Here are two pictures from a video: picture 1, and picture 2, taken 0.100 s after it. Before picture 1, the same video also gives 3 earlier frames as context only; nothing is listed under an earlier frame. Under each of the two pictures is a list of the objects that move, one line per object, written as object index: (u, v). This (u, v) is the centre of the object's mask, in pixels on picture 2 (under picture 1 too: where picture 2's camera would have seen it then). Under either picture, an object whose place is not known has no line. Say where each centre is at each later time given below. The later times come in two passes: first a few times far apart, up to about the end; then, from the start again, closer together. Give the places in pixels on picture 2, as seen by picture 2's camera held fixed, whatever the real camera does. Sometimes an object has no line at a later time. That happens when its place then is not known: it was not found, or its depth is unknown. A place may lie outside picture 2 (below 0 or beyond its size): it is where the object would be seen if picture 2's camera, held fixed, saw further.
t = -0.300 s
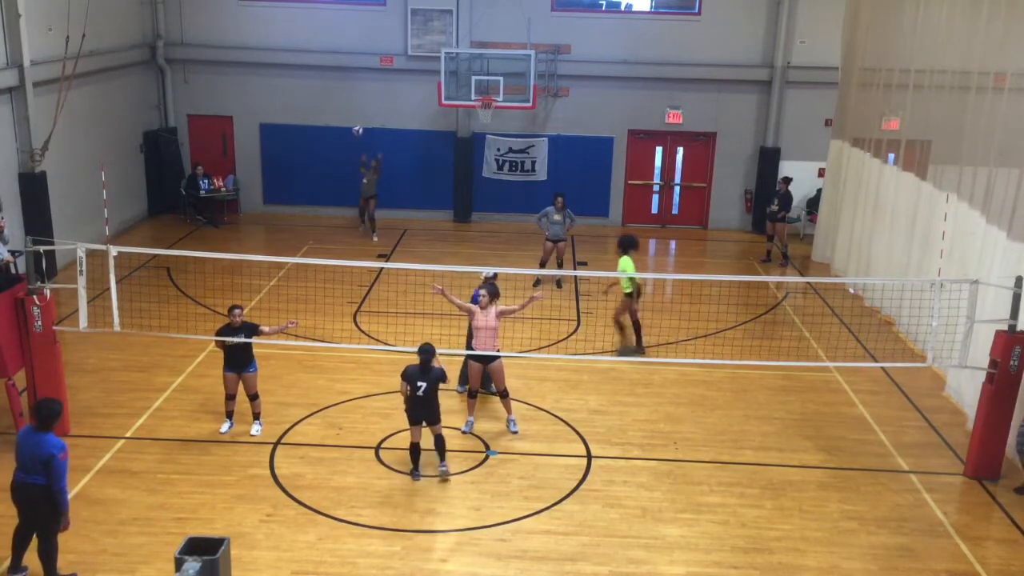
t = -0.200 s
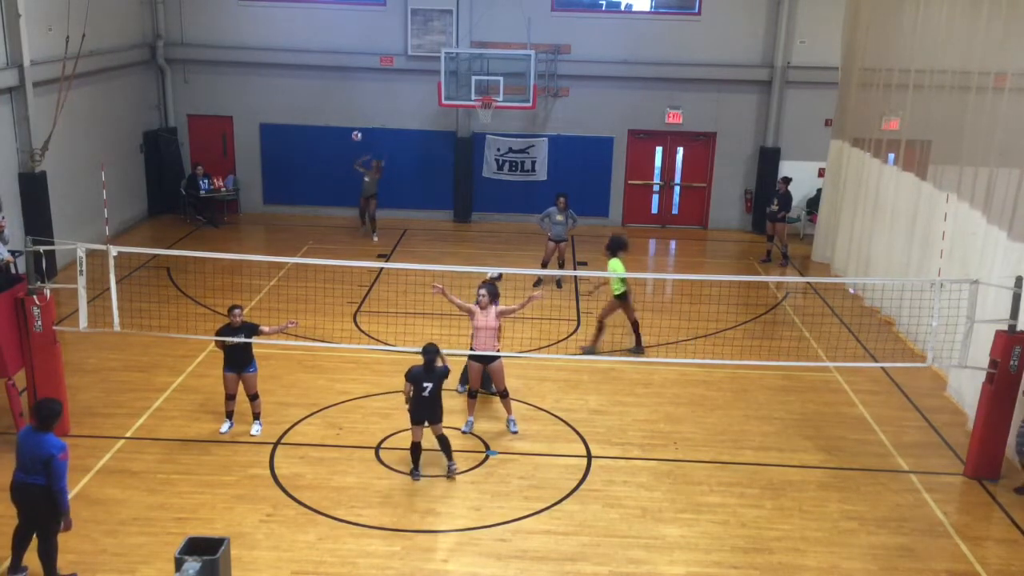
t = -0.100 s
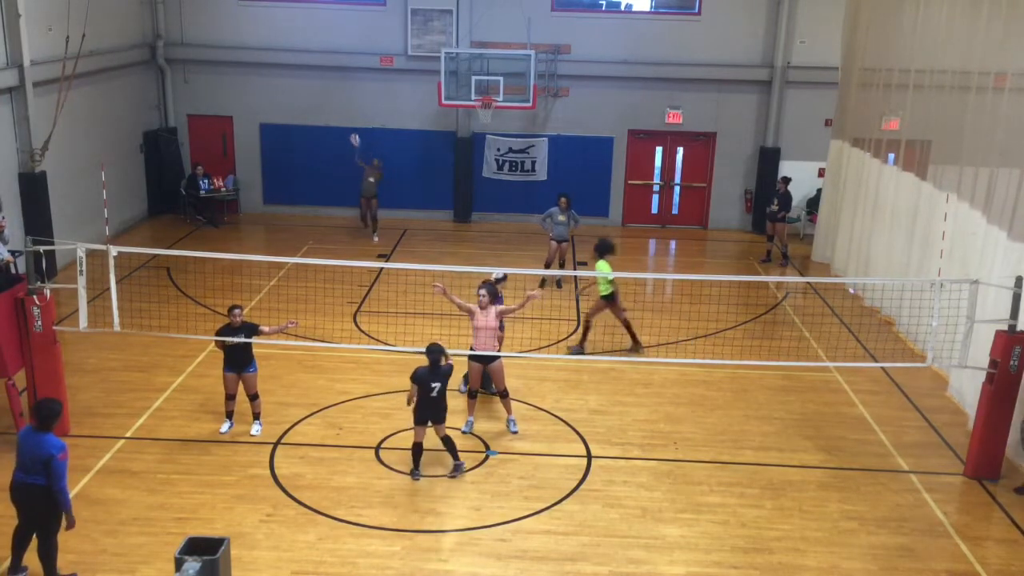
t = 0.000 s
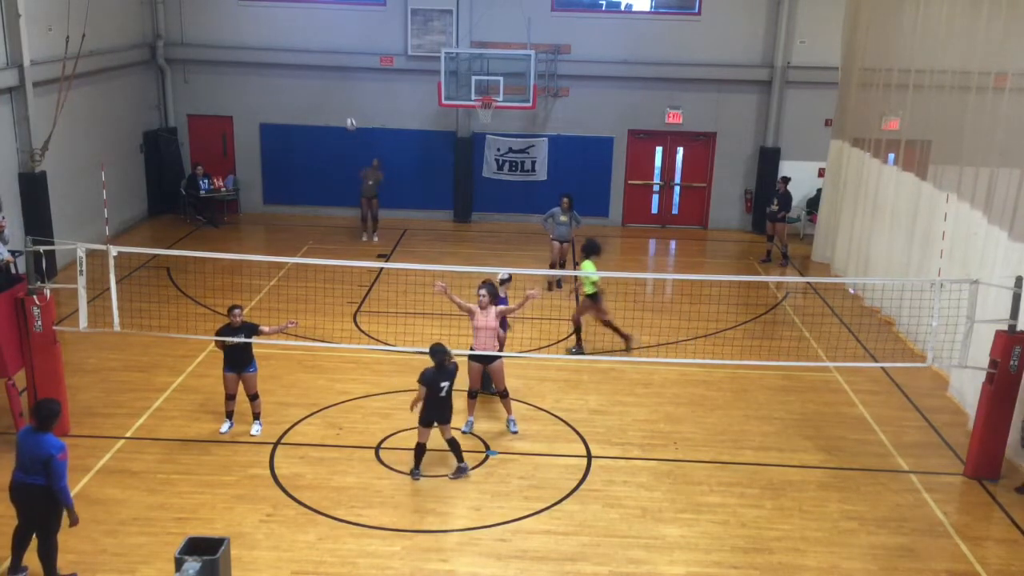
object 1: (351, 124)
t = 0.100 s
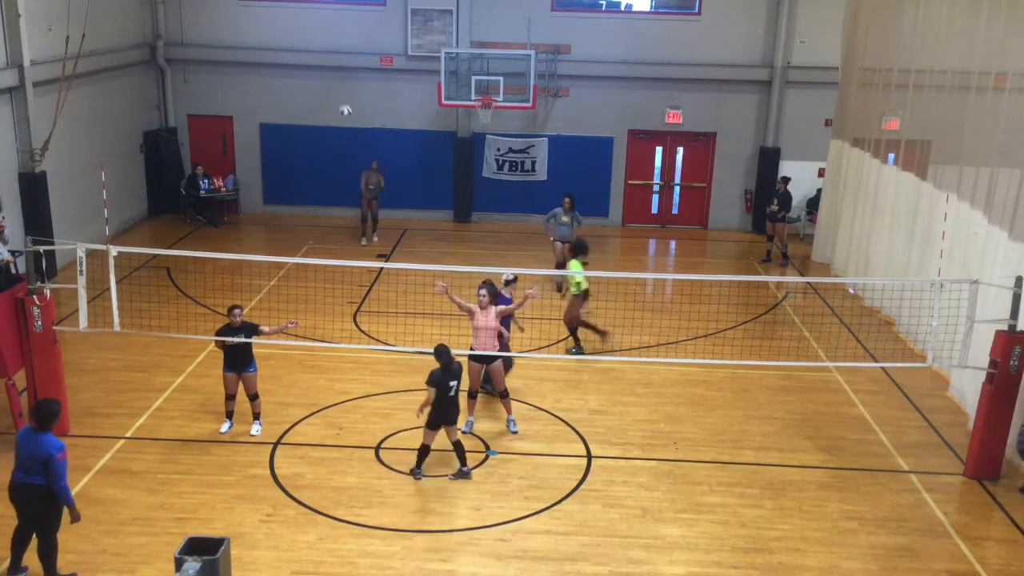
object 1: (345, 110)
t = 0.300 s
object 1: (331, 100)
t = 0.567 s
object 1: (299, 131)
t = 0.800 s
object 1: (252, 233)
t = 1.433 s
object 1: (11, 432)
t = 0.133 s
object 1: (344, 108)
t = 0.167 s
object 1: (342, 106)
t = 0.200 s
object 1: (340, 103)
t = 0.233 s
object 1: (337, 102)
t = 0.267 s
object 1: (334, 101)
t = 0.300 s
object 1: (331, 100)
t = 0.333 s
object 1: (328, 100)
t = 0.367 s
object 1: (325, 101)
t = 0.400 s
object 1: (322, 103)
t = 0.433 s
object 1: (319, 107)
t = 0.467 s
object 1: (314, 110)
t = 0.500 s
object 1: (309, 115)
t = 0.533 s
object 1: (305, 123)
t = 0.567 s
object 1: (299, 131)
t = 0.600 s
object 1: (294, 140)
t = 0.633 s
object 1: (288, 151)
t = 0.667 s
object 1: (282, 164)
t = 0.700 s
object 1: (276, 178)
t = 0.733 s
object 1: (269, 194)
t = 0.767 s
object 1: (261, 211)
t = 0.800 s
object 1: (252, 233)
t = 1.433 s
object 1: (11, 432)
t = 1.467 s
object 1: (5, 414)
